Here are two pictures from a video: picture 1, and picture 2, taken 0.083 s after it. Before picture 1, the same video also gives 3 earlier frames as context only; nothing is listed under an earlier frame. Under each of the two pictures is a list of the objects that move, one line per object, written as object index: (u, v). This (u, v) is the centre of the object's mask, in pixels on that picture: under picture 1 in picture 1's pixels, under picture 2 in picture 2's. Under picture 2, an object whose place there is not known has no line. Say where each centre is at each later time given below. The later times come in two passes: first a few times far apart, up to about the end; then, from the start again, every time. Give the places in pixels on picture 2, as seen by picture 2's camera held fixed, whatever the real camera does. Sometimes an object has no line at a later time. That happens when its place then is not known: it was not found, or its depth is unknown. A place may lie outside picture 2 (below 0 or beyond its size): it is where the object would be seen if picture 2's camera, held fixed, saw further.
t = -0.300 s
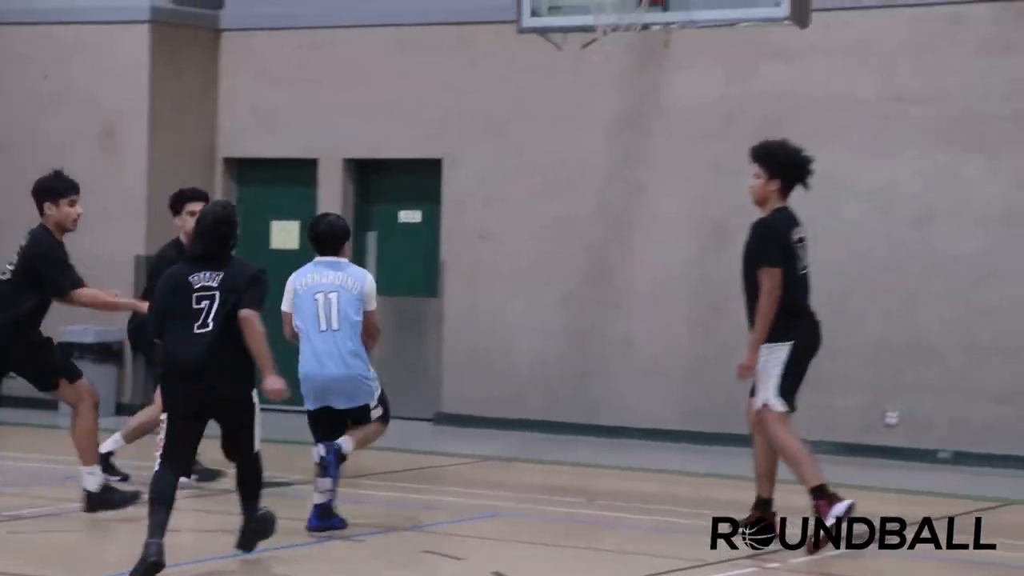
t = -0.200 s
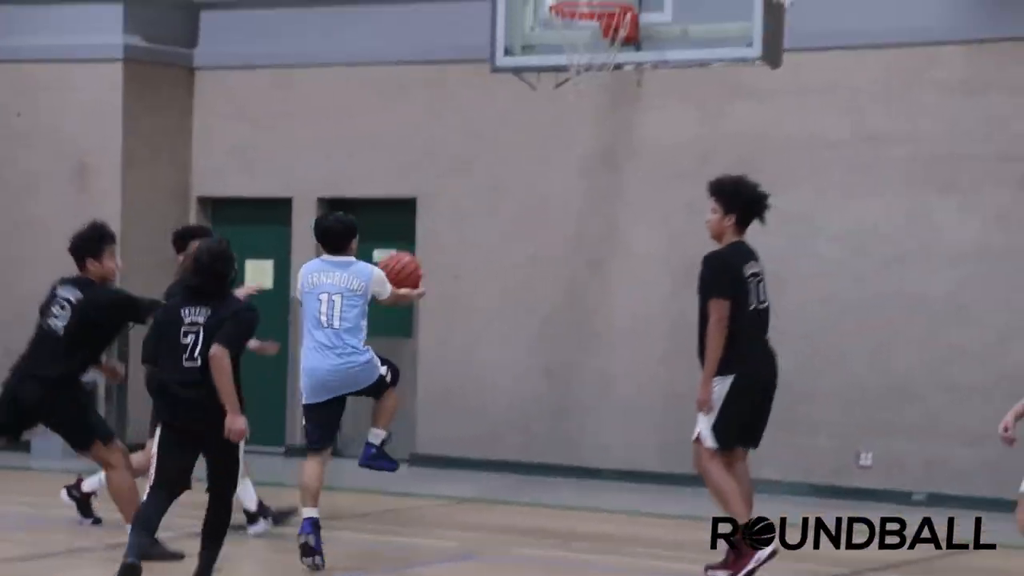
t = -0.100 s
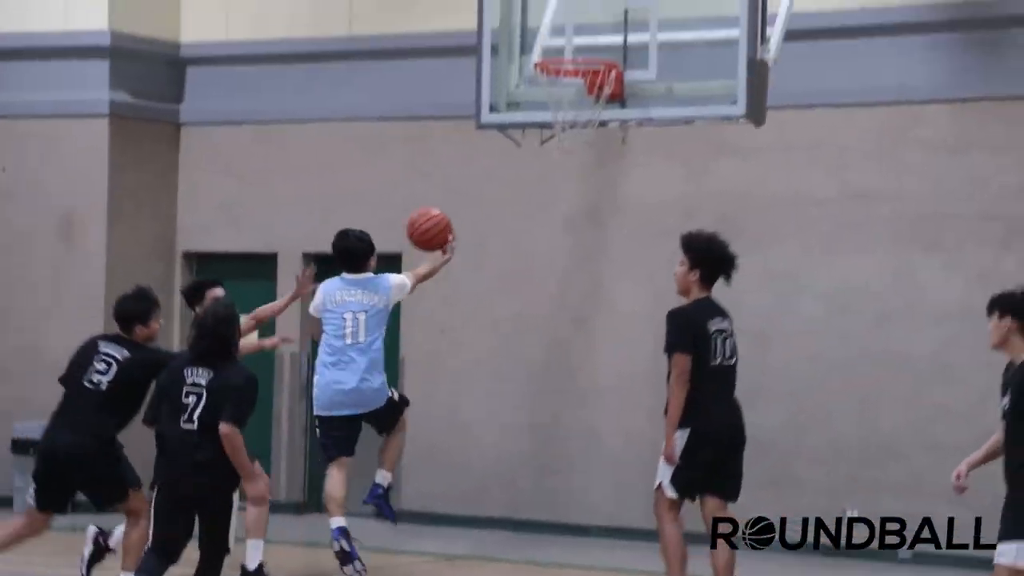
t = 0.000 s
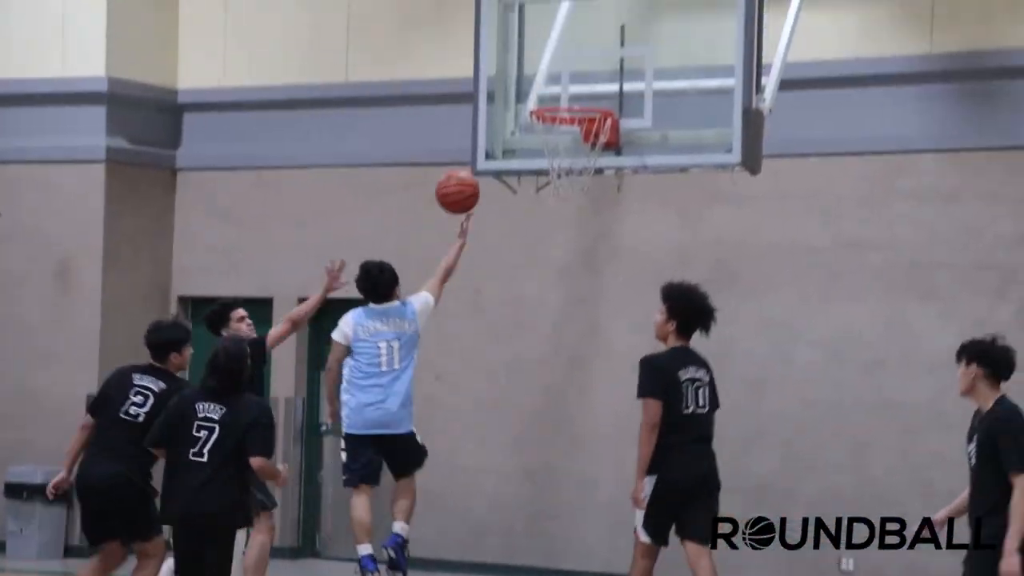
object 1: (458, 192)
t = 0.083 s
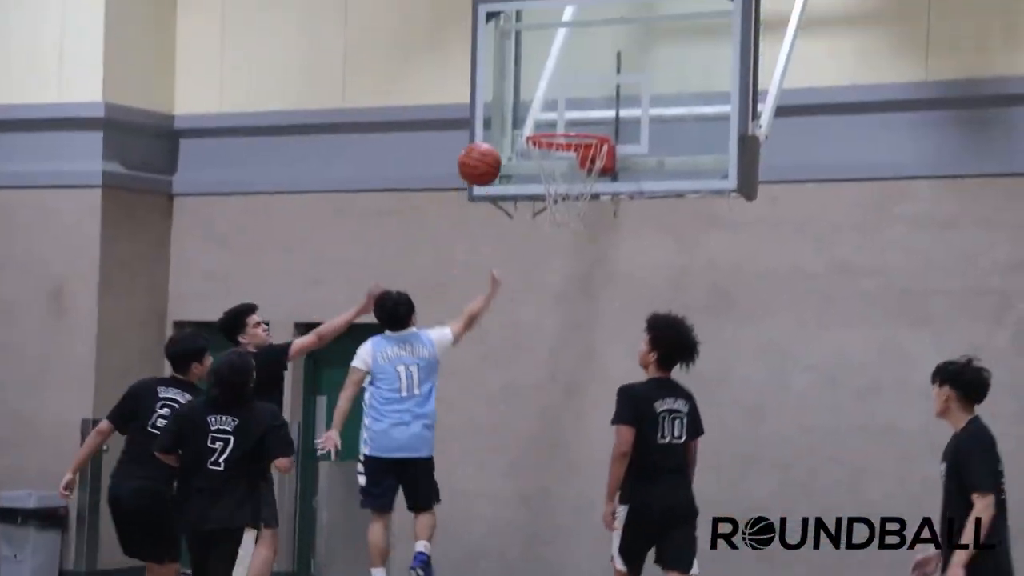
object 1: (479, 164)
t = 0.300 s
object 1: (541, 87)
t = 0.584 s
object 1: (606, 108)
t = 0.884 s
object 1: (557, 176)
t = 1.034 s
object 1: (539, 229)
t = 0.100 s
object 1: (484, 155)
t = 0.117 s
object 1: (489, 146)
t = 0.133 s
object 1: (494, 138)
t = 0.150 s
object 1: (499, 131)
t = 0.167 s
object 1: (504, 124)
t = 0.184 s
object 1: (508, 117)
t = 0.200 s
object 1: (513, 111)
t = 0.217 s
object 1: (518, 106)
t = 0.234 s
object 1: (523, 102)
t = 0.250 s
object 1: (527, 97)
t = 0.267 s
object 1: (532, 93)
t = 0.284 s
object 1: (537, 89)
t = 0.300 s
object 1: (541, 87)
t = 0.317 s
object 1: (546, 85)
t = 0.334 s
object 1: (550, 83)
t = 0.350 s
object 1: (555, 82)
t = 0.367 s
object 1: (559, 81)
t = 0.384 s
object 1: (563, 80)
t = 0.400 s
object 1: (568, 81)
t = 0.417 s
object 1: (572, 81)
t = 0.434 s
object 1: (576, 82)
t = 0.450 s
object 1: (580, 84)
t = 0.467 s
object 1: (585, 86)
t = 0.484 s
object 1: (589, 88)
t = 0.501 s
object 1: (593, 91)
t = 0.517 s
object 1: (597, 94)
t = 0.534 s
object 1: (601, 98)
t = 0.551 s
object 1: (605, 102)
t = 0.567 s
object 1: (608, 106)
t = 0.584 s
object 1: (606, 108)
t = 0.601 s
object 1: (603, 110)
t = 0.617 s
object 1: (601, 113)
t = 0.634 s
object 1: (599, 115)
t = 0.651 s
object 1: (596, 118)
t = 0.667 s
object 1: (594, 119)
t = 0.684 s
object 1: (591, 121)
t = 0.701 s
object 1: (589, 122)
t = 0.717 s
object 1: (585, 124)
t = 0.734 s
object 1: (579, 132)
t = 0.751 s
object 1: (577, 139)
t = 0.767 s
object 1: (574, 144)
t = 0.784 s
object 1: (574, 152)
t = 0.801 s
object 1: (570, 154)
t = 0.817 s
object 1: (567, 157)
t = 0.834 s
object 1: (564, 160)
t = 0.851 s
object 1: (562, 164)
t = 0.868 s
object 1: (559, 170)
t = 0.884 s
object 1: (557, 176)
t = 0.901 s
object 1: (555, 180)
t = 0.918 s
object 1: (552, 187)
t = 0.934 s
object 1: (550, 192)
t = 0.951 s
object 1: (548, 197)
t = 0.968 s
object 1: (546, 203)
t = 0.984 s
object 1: (544, 209)
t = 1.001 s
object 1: (543, 215)
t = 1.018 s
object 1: (541, 222)
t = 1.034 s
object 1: (539, 229)
